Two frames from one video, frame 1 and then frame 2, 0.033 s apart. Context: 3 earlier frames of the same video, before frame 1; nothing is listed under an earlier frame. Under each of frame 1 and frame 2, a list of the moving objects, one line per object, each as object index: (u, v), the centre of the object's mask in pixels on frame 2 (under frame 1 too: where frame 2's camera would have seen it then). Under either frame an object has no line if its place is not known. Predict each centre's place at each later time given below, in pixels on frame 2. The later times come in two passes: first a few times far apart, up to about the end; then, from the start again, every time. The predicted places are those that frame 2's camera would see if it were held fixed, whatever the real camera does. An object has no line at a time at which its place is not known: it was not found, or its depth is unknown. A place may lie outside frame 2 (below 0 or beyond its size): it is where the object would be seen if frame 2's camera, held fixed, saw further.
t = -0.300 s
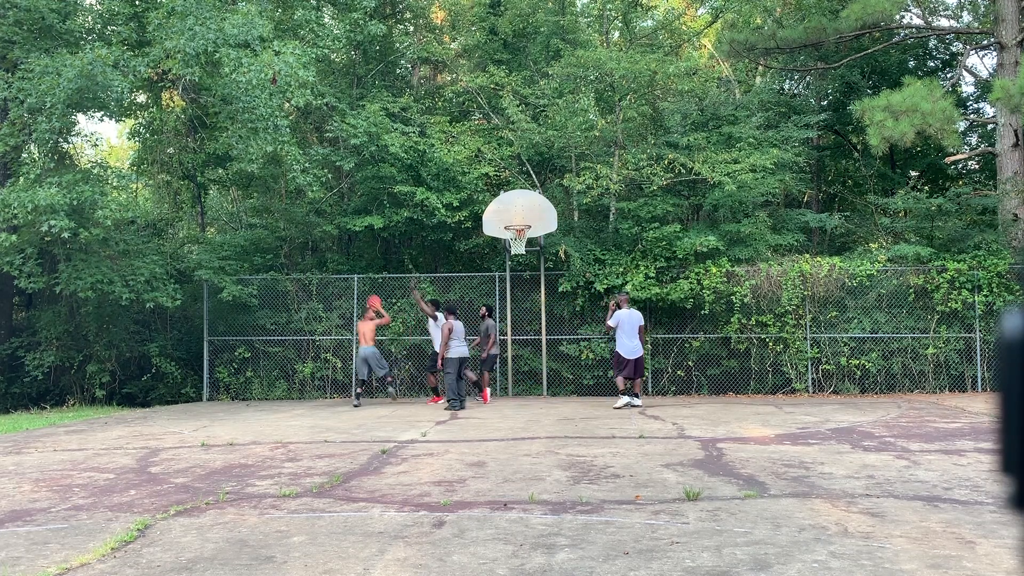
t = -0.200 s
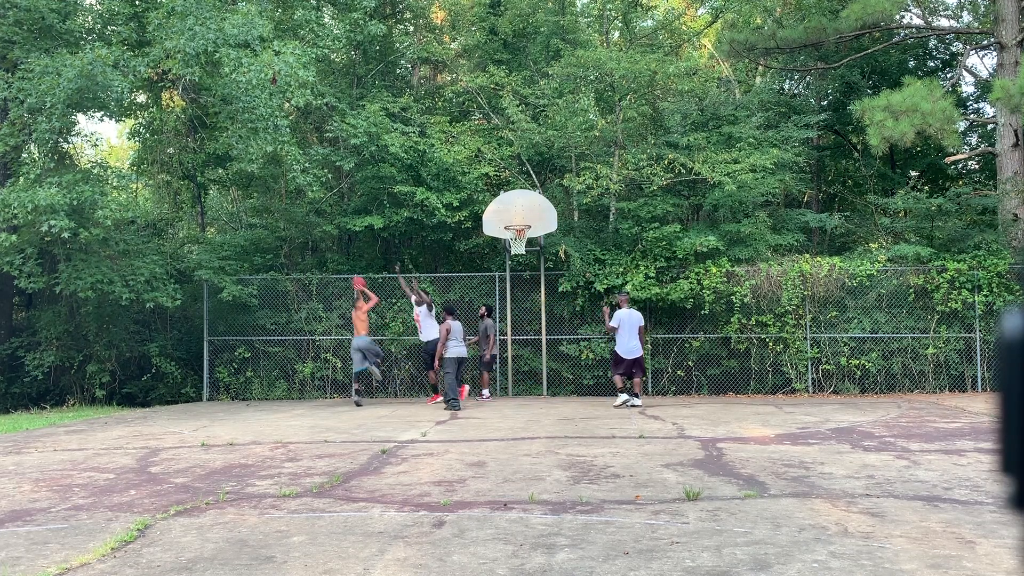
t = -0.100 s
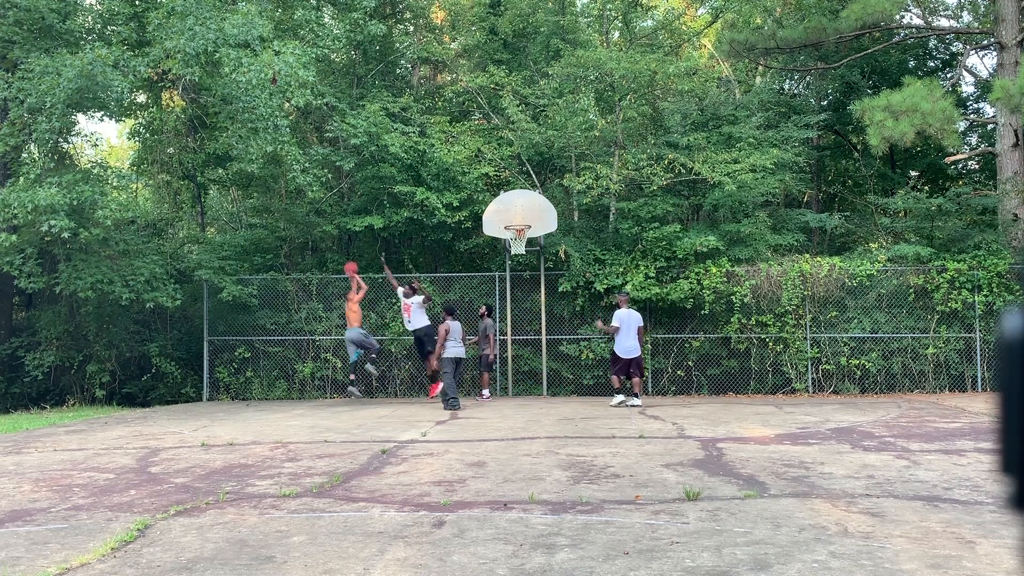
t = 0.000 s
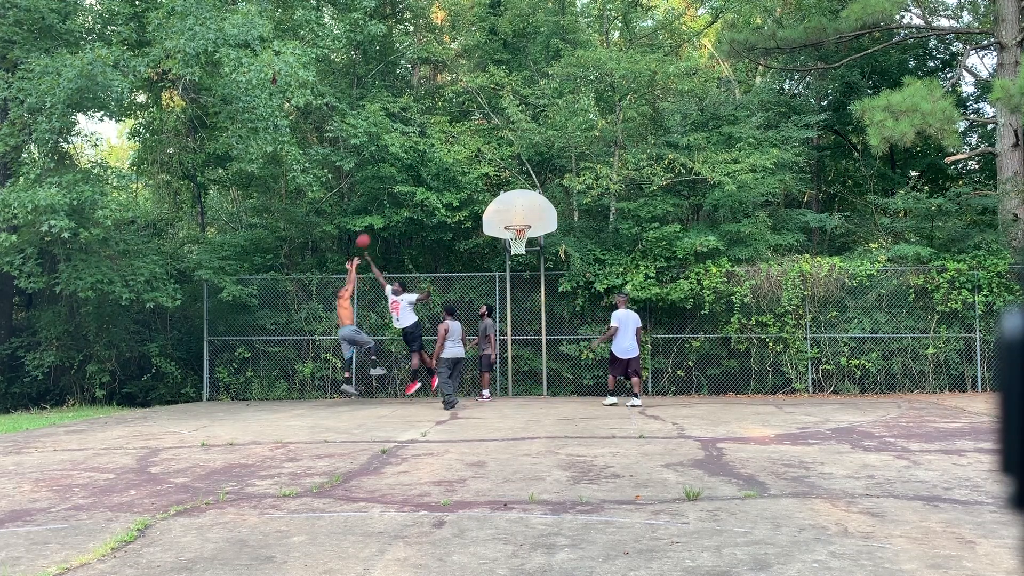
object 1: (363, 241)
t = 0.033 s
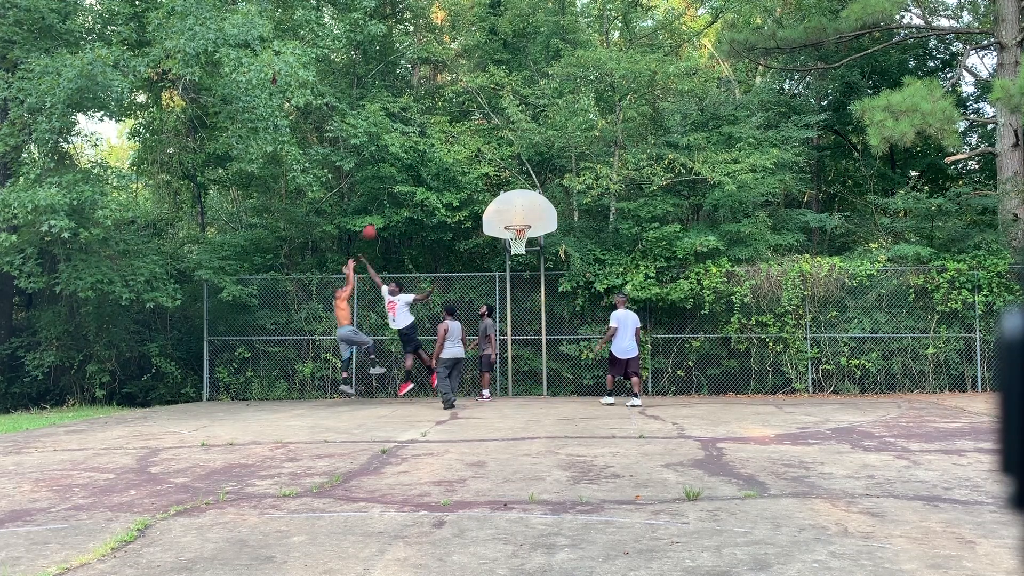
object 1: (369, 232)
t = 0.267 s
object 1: (411, 189)
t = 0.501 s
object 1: (450, 177)
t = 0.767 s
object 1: (494, 200)
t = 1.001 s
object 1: (528, 241)
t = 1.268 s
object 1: (534, 266)
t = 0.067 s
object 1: (375, 224)
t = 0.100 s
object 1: (381, 216)
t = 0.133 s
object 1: (387, 210)
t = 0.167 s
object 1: (393, 204)
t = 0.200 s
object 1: (399, 198)
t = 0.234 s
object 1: (404, 194)
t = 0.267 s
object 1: (411, 189)
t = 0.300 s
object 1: (416, 186)
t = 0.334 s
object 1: (422, 183)
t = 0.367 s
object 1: (427, 181)
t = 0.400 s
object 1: (433, 179)
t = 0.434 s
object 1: (439, 178)
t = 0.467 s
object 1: (445, 177)
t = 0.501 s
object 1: (450, 177)
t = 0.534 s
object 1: (456, 178)
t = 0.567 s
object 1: (461, 180)
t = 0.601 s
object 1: (467, 181)
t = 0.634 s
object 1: (472, 184)
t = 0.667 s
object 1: (478, 187)
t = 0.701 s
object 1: (483, 191)
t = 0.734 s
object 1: (488, 194)
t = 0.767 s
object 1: (494, 200)
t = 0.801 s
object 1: (500, 206)
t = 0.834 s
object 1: (505, 212)
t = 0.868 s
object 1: (510, 218)
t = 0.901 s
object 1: (516, 225)
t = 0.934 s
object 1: (521, 233)
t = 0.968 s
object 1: (525, 236)
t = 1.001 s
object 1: (528, 241)
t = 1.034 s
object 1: (528, 244)
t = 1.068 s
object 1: (529, 245)
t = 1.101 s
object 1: (530, 246)
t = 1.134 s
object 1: (531, 249)
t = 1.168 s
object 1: (531, 252)
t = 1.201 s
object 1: (532, 256)
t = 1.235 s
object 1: (533, 261)
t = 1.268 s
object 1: (534, 266)
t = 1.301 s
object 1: (535, 272)
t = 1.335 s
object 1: (535, 278)
